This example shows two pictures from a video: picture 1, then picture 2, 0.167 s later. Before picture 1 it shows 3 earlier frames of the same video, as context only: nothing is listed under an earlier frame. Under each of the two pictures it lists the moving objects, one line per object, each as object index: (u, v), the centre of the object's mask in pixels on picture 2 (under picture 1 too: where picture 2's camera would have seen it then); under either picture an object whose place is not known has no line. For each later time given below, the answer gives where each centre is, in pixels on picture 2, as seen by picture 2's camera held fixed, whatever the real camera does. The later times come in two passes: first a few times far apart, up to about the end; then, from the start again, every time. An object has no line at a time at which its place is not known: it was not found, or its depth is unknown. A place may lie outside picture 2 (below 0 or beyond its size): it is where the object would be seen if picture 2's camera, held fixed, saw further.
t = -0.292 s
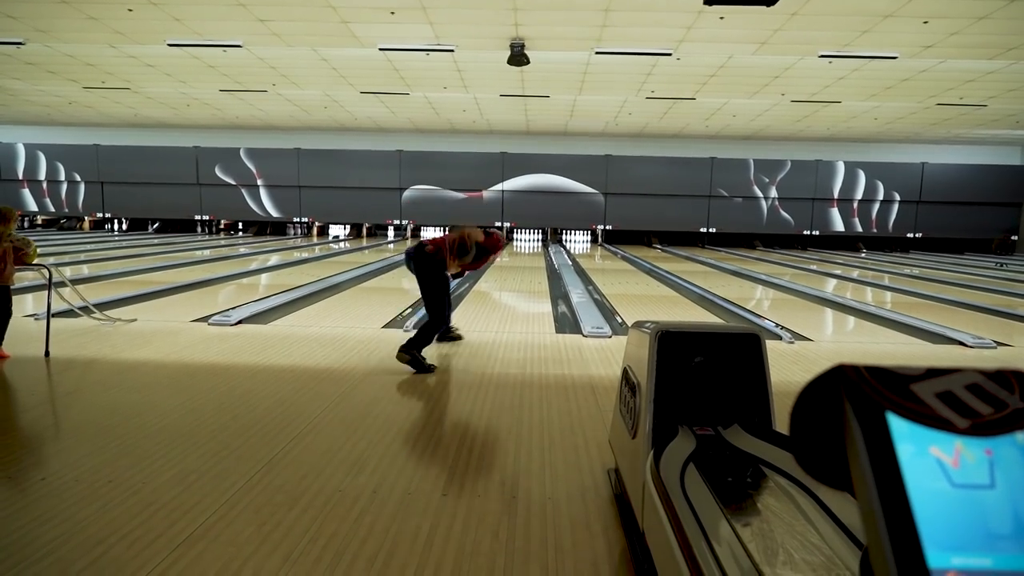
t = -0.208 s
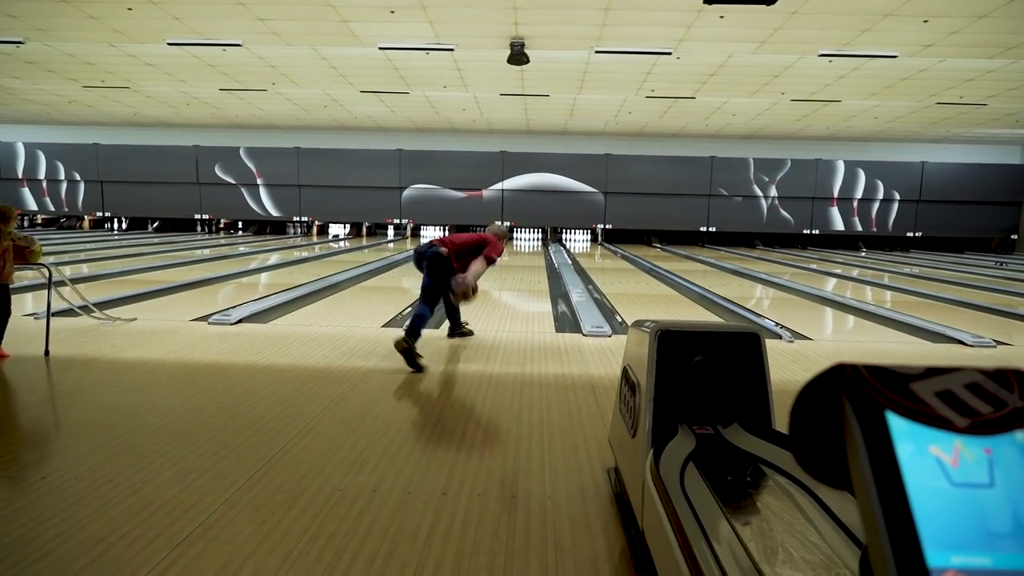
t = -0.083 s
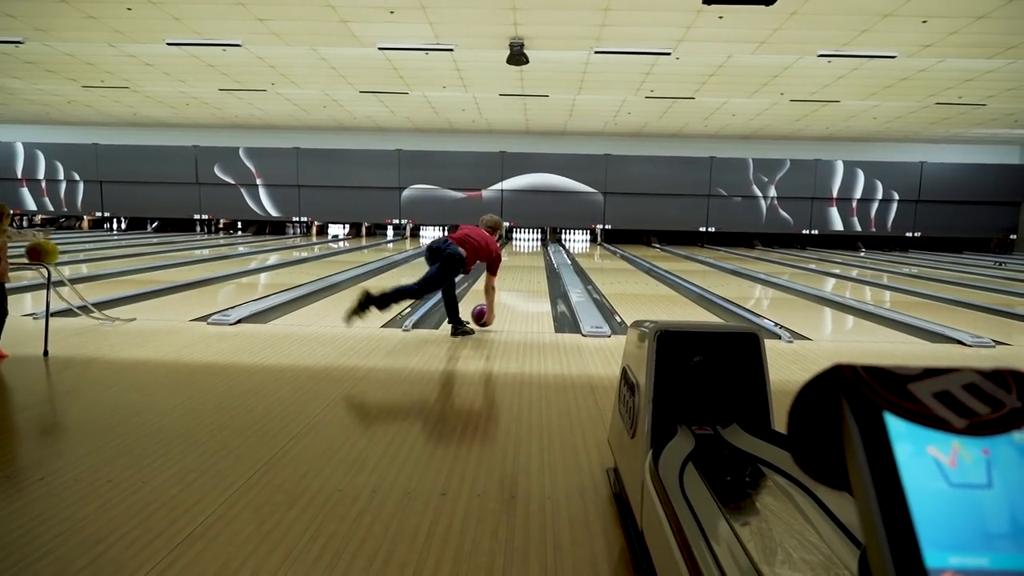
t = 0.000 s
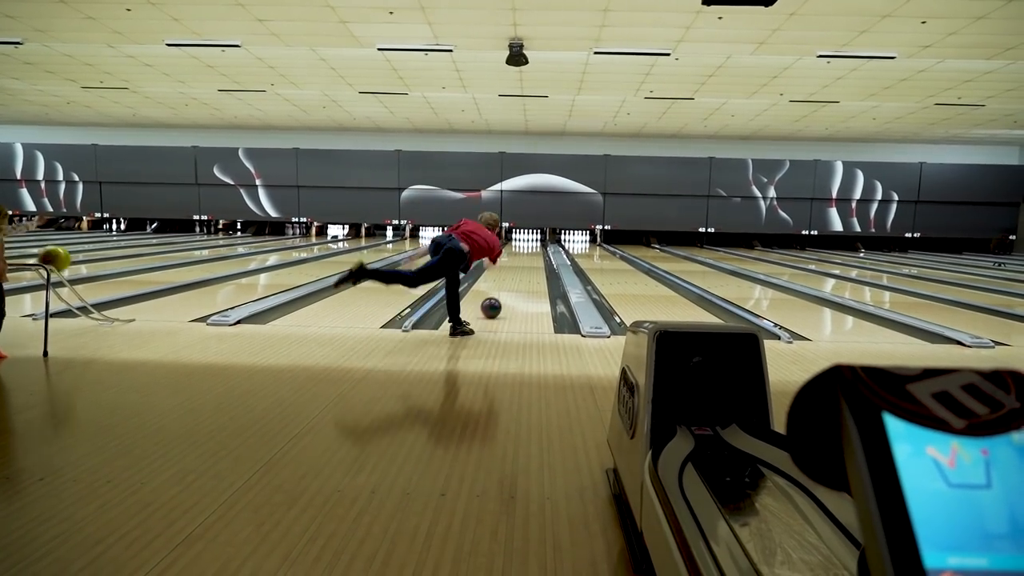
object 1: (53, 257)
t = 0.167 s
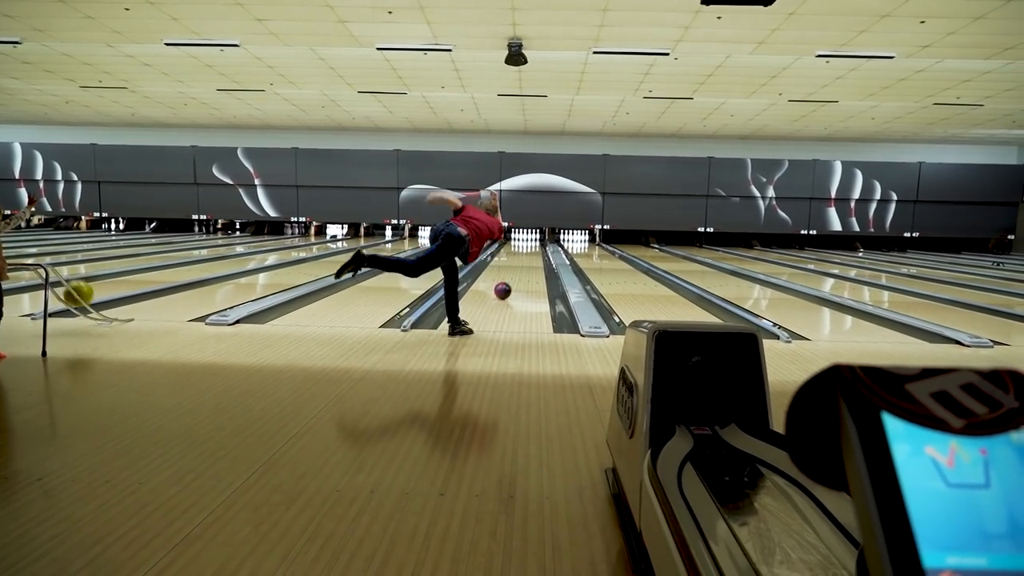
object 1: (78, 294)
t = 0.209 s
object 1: (86, 301)
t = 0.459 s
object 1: (136, 306)
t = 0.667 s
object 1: (170, 297)
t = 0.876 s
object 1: (199, 290)
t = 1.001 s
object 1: (213, 287)
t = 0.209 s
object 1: (86, 301)
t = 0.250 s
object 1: (98, 304)
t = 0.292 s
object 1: (104, 309)
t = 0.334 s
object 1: (113, 309)
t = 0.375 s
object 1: (120, 309)
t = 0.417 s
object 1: (128, 307)
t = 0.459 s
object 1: (136, 306)
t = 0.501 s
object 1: (143, 304)
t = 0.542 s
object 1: (150, 302)
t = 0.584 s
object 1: (157, 301)
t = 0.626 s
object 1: (164, 299)
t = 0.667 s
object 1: (170, 297)
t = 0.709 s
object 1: (176, 296)
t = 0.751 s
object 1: (182, 294)
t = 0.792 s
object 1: (187, 293)
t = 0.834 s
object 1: (193, 292)
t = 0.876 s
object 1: (199, 290)
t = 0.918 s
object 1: (203, 289)
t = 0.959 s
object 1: (208, 288)
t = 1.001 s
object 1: (213, 287)
